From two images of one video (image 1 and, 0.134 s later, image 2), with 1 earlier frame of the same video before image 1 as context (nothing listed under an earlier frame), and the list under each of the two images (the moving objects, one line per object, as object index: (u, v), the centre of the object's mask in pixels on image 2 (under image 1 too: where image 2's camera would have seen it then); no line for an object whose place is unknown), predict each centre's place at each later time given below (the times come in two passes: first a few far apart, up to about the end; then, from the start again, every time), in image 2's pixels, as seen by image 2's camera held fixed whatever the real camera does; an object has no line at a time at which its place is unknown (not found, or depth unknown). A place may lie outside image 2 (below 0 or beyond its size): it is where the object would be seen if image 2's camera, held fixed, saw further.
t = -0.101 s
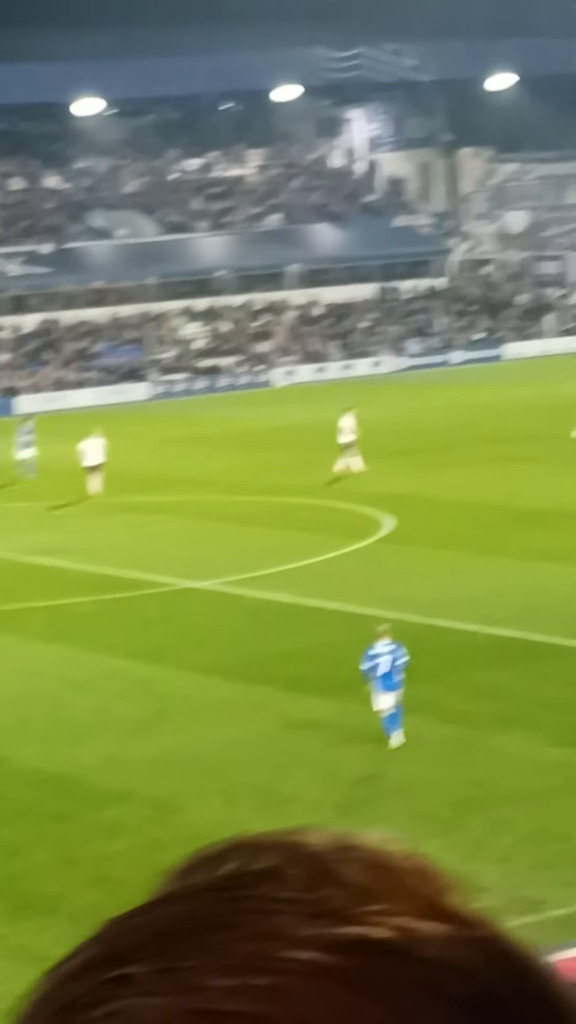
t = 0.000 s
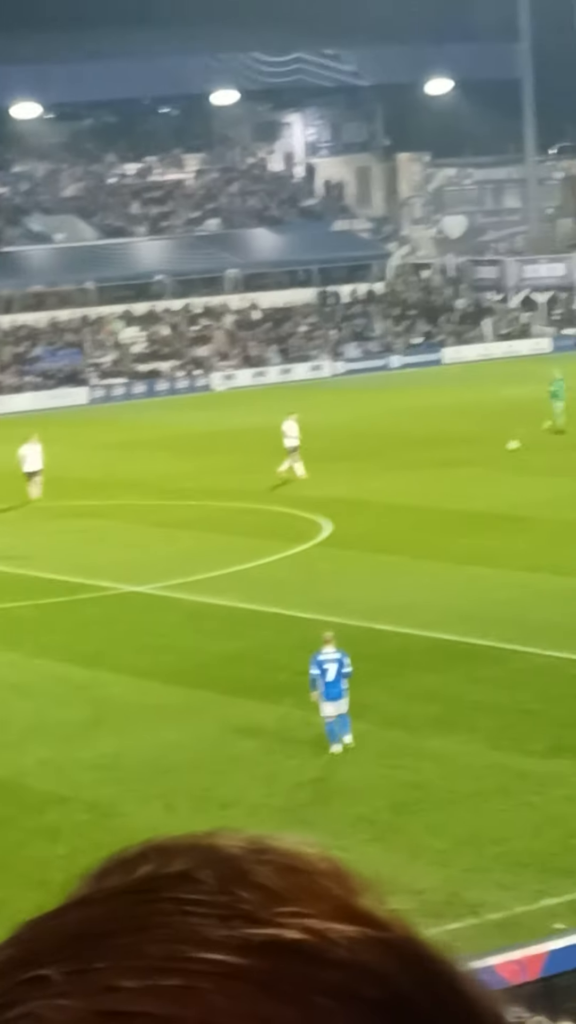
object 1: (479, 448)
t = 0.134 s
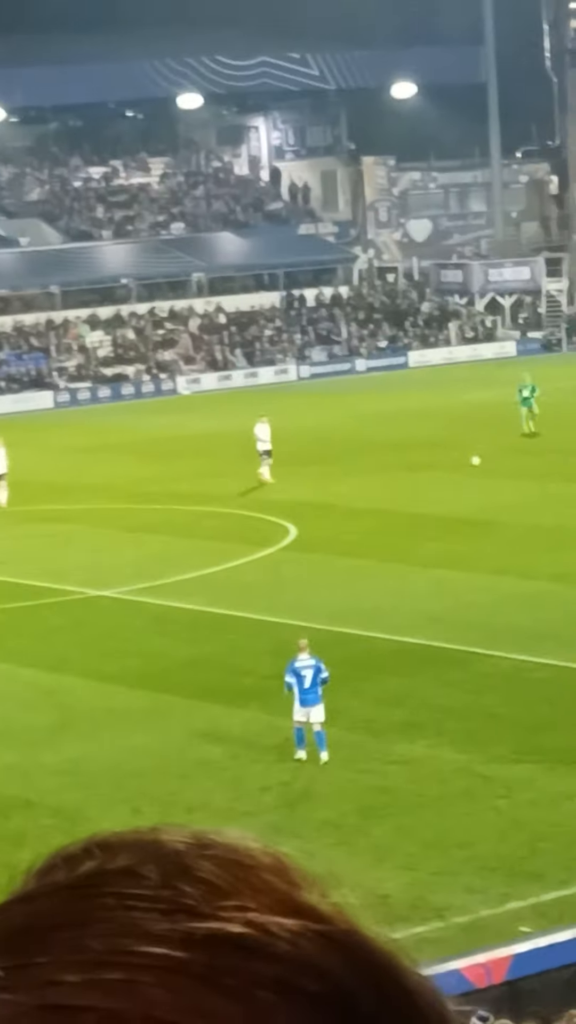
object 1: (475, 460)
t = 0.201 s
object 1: (475, 465)
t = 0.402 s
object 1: (475, 482)
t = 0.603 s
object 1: (476, 498)
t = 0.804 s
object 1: (478, 515)
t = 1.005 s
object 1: (481, 531)
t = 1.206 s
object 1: (485, 542)
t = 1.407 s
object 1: (491, 556)
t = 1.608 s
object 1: (499, 567)
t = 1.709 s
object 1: (503, 572)
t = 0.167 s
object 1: (475, 463)
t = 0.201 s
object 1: (475, 465)
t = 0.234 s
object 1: (474, 467)
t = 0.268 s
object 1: (474, 472)
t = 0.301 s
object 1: (474, 475)
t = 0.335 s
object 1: (474, 477)
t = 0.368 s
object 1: (474, 479)
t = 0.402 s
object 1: (475, 482)
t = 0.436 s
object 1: (475, 485)
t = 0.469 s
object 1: (475, 490)
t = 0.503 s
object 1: (476, 491)
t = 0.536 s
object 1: (476, 493)
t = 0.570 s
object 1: (476, 495)
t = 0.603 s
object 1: (476, 498)
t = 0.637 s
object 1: (477, 502)
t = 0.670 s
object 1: (477, 506)
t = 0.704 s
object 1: (478, 507)
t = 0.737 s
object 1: (478, 509)
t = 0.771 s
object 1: (478, 512)
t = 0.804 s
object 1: (478, 515)
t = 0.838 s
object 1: (479, 518)
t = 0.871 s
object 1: (479, 521)
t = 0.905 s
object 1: (480, 523)
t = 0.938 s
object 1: (480, 525)
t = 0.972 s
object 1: (481, 527)
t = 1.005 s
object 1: (481, 531)
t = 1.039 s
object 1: (482, 532)
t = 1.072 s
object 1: (483, 534)
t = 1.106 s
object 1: (483, 536)
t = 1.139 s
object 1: (484, 539)
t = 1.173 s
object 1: (484, 541)
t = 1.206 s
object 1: (485, 542)
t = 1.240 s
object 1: (485, 544)
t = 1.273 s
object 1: (486, 547)
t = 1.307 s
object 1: (487, 549)
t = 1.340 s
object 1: (489, 552)
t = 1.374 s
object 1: (490, 554)
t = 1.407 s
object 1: (491, 556)
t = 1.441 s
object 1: (493, 557)
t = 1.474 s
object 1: (494, 559)
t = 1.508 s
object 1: (495, 561)
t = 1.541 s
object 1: (496, 564)
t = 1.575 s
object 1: (498, 565)
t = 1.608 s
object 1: (499, 567)
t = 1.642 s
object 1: (500, 569)
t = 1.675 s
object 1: (502, 571)
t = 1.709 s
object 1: (503, 572)
